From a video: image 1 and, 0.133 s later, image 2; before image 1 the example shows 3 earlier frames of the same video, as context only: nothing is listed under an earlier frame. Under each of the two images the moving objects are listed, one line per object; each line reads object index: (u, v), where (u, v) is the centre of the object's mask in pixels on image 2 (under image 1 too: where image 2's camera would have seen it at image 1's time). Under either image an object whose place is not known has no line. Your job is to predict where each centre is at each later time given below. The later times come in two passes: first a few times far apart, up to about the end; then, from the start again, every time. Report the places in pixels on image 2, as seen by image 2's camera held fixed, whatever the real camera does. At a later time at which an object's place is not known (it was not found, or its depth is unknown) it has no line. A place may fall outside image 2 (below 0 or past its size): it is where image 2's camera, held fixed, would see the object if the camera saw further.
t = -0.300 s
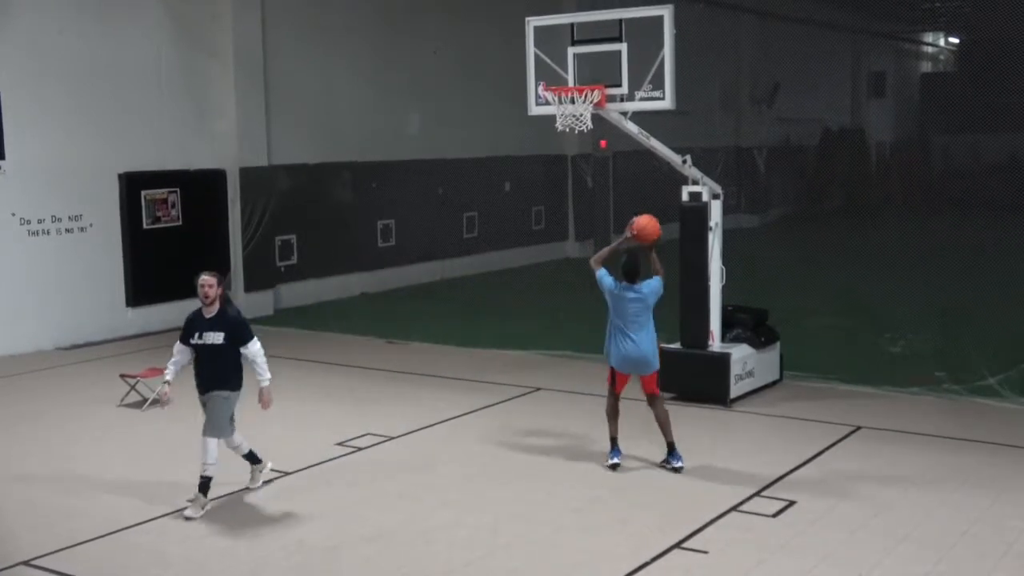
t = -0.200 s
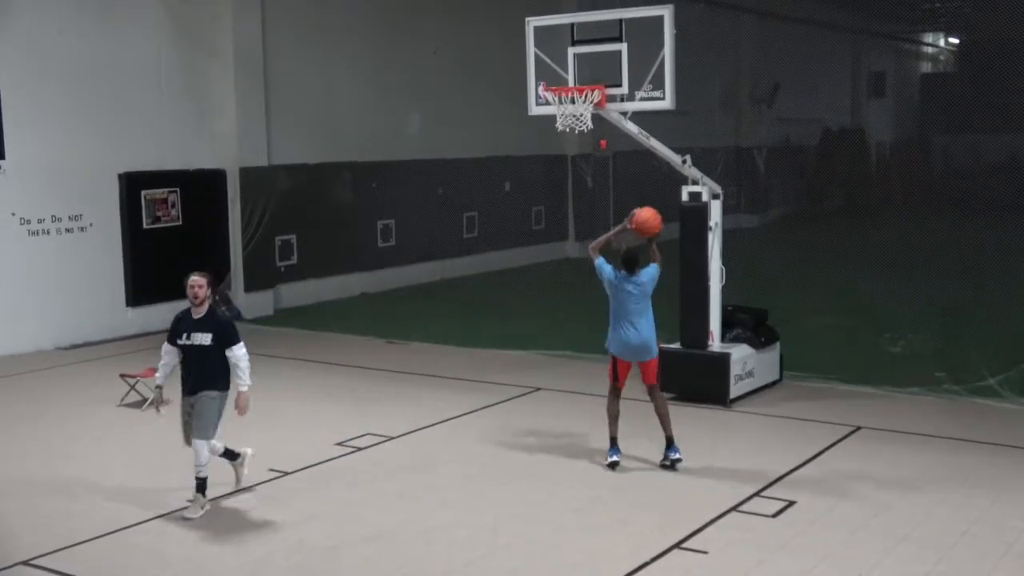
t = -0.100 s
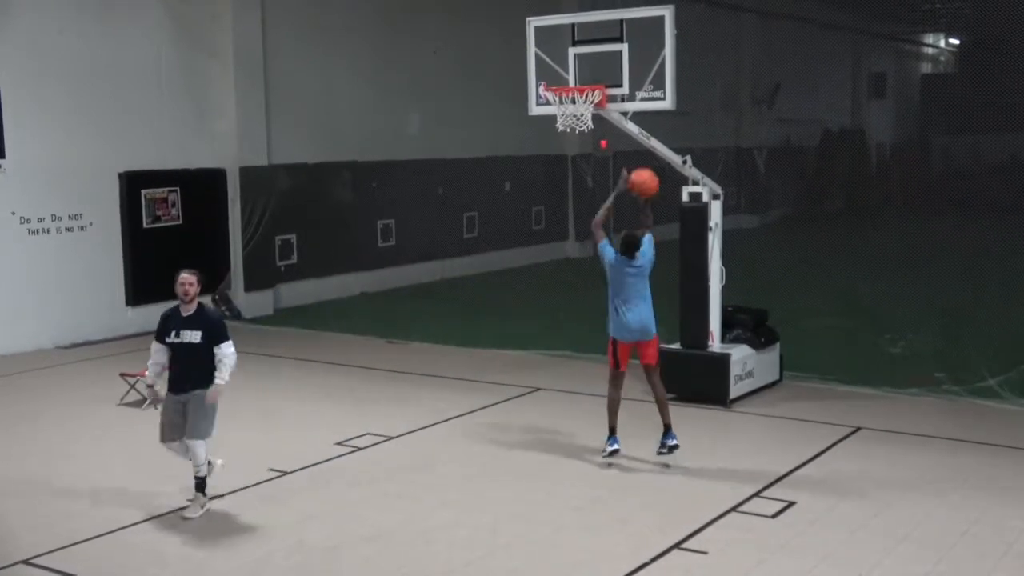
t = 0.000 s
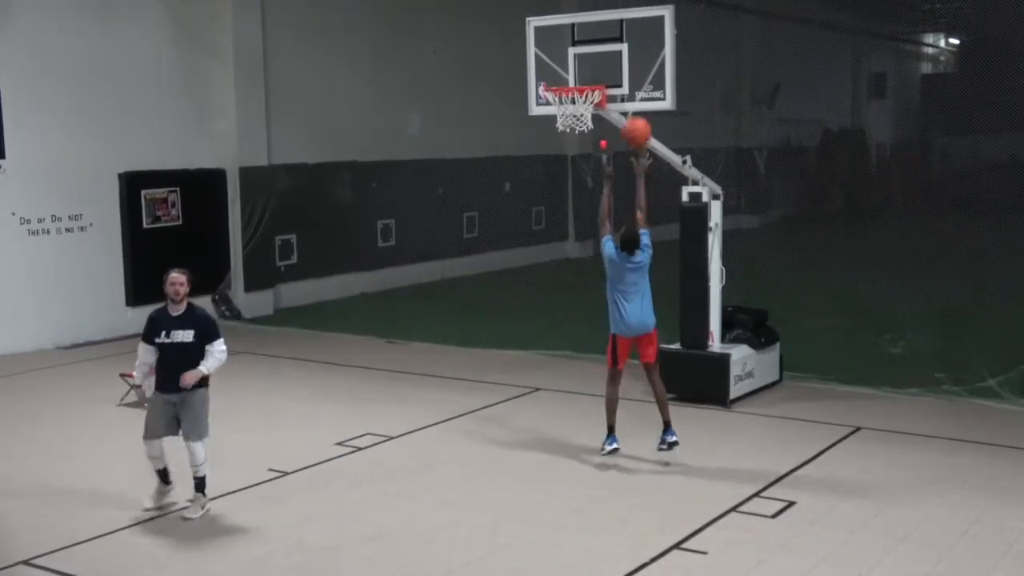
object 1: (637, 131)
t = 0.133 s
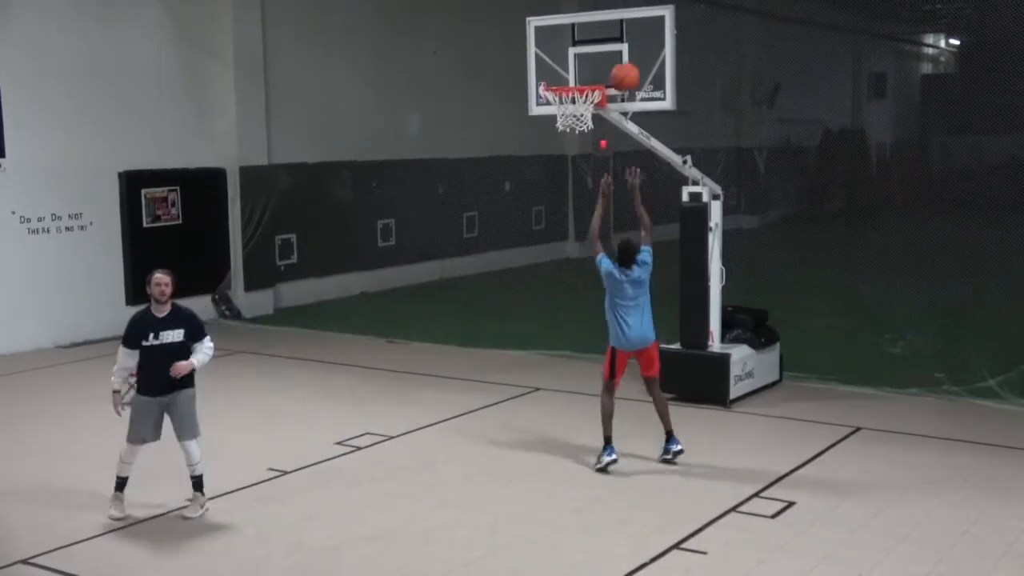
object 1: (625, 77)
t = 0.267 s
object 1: (614, 46)
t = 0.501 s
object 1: (590, 58)
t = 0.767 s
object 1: (572, 132)
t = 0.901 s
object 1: (581, 148)
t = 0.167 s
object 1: (622, 67)
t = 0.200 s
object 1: (619, 59)
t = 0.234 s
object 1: (617, 51)
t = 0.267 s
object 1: (614, 46)
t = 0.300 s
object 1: (611, 43)
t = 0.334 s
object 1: (607, 42)
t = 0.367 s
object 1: (604, 43)
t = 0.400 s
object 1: (600, 44)
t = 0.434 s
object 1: (597, 47)
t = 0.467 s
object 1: (593, 52)
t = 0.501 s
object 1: (590, 58)
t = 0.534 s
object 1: (586, 64)
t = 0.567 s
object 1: (582, 73)
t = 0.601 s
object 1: (579, 79)
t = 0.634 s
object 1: (578, 86)
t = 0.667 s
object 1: (572, 103)
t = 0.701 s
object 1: (569, 112)
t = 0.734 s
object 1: (574, 128)
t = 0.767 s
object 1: (572, 132)
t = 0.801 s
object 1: (576, 134)
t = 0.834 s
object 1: (576, 137)
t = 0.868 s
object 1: (577, 140)
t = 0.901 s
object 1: (581, 148)
